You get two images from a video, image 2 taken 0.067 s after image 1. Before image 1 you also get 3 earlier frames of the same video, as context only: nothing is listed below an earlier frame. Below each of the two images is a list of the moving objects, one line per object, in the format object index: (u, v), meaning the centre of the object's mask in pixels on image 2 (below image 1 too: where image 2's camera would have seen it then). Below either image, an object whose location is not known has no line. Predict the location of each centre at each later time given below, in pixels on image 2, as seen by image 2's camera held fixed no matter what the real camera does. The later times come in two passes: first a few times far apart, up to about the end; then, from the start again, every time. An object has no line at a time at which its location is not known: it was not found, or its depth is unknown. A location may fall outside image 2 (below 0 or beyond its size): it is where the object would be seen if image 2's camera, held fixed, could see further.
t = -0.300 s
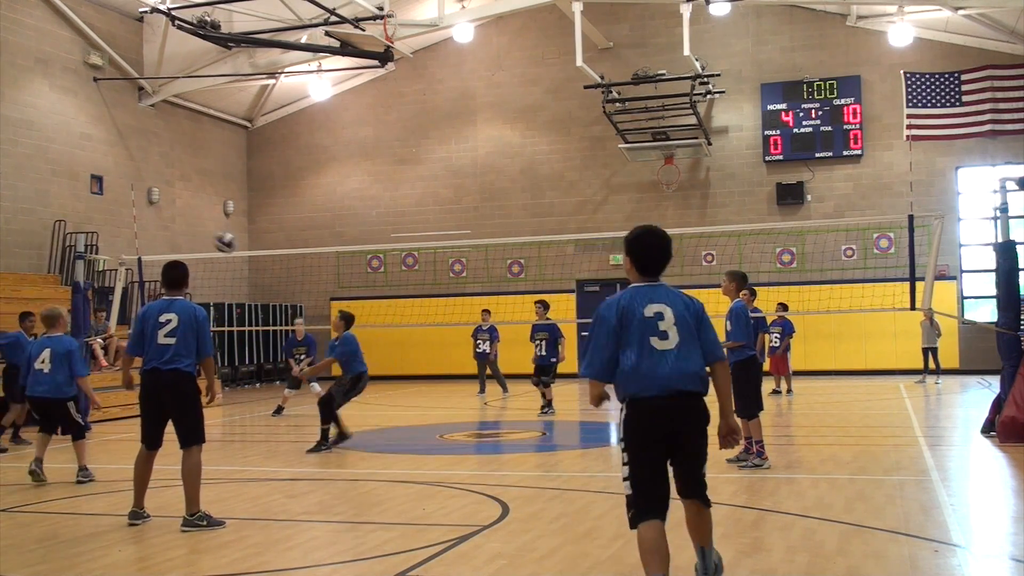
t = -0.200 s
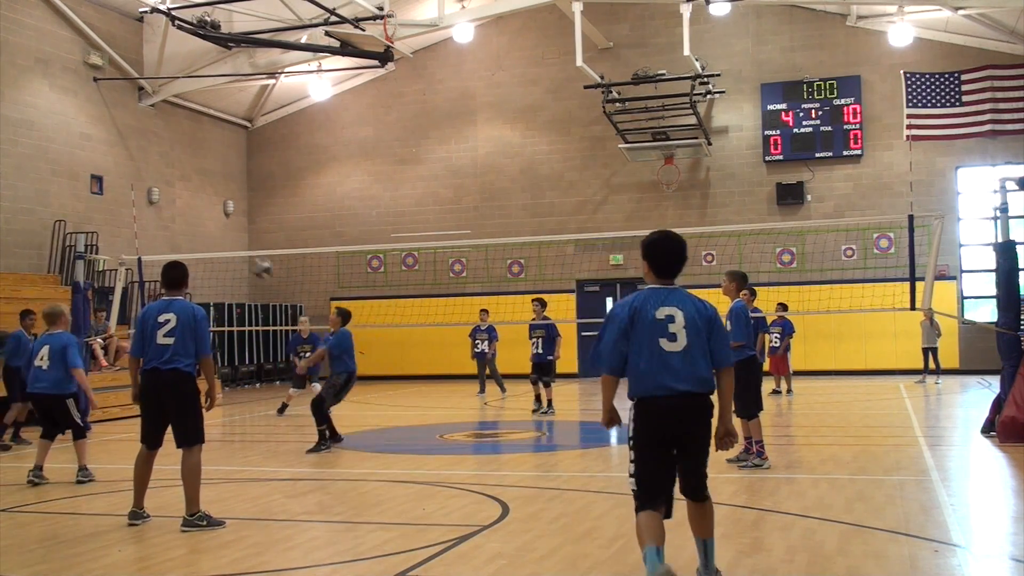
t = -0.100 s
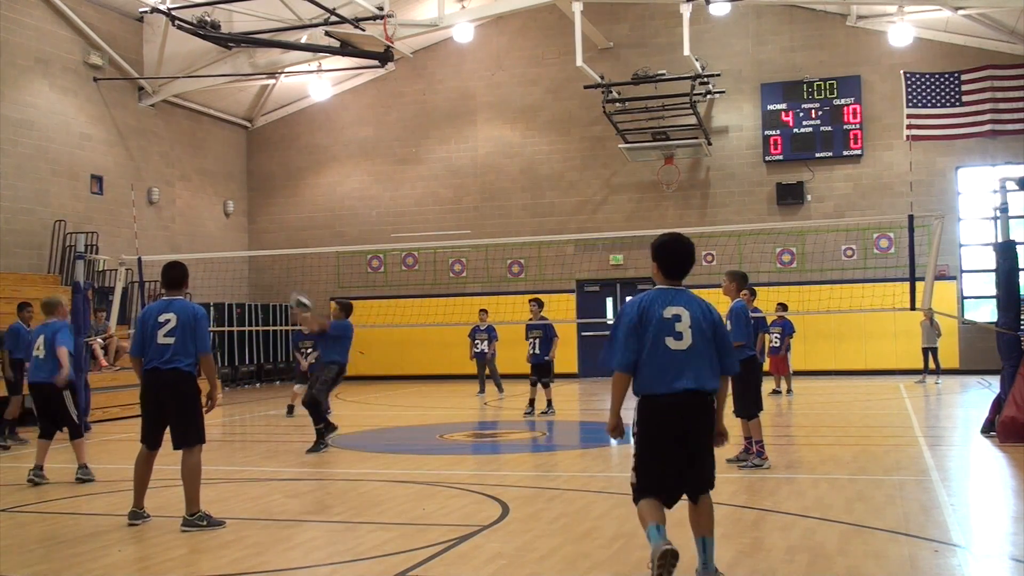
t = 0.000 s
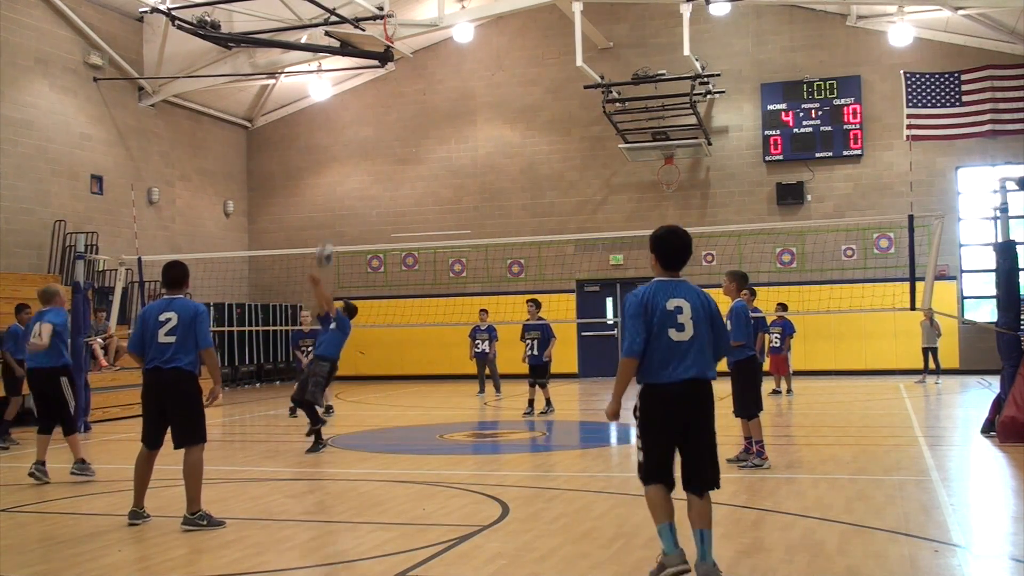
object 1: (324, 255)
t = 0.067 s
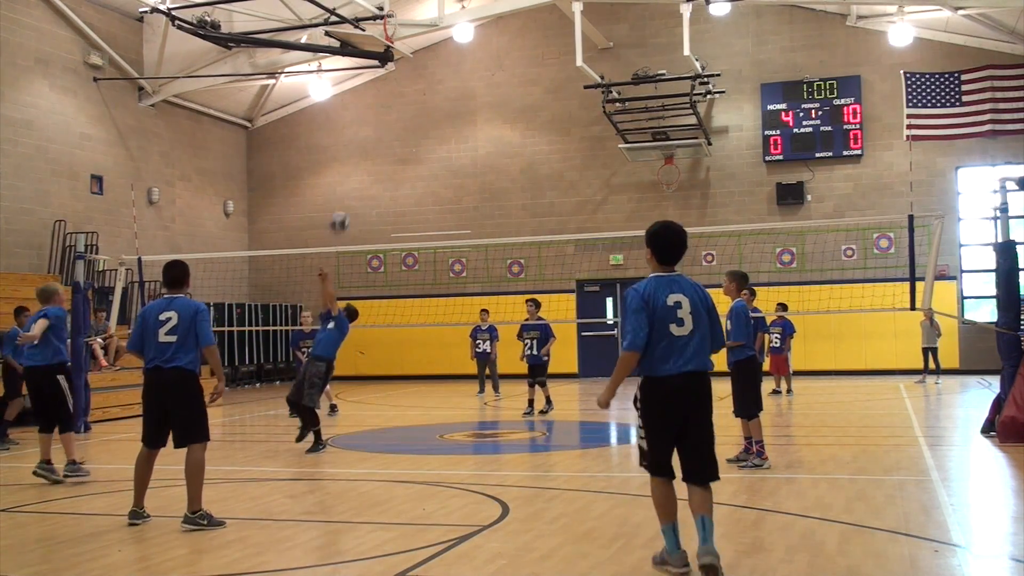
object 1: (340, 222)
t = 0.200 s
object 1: (364, 176)
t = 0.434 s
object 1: (403, 139)
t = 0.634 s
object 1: (431, 145)
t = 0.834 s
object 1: (457, 177)
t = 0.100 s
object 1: (345, 209)
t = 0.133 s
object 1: (352, 196)
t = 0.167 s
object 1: (359, 186)
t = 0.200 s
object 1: (364, 176)
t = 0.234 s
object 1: (370, 168)
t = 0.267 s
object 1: (376, 160)
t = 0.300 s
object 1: (382, 153)
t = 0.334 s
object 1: (387, 149)
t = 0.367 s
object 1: (392, 145)
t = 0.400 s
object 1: (398, 142)
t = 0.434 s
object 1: (403, 139)
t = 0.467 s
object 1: (408, 138)
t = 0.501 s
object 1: (413, 138)
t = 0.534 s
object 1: (417, 138)
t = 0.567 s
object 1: (422, 140)
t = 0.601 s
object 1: (427, 142)
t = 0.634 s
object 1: (431, 145)
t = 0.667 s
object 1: (436, 148)
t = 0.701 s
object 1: (440, 153)
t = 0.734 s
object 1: (444, 158)
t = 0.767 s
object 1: (448, 164)
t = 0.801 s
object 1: (452, 170)
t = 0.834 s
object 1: (457, 177)
